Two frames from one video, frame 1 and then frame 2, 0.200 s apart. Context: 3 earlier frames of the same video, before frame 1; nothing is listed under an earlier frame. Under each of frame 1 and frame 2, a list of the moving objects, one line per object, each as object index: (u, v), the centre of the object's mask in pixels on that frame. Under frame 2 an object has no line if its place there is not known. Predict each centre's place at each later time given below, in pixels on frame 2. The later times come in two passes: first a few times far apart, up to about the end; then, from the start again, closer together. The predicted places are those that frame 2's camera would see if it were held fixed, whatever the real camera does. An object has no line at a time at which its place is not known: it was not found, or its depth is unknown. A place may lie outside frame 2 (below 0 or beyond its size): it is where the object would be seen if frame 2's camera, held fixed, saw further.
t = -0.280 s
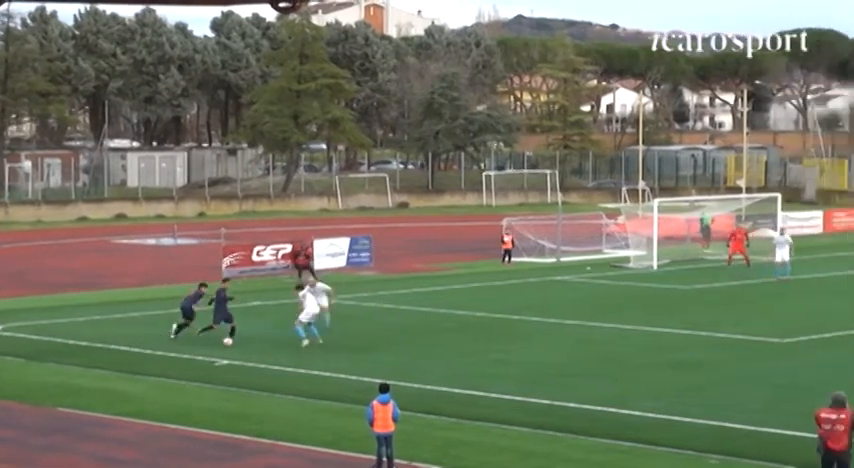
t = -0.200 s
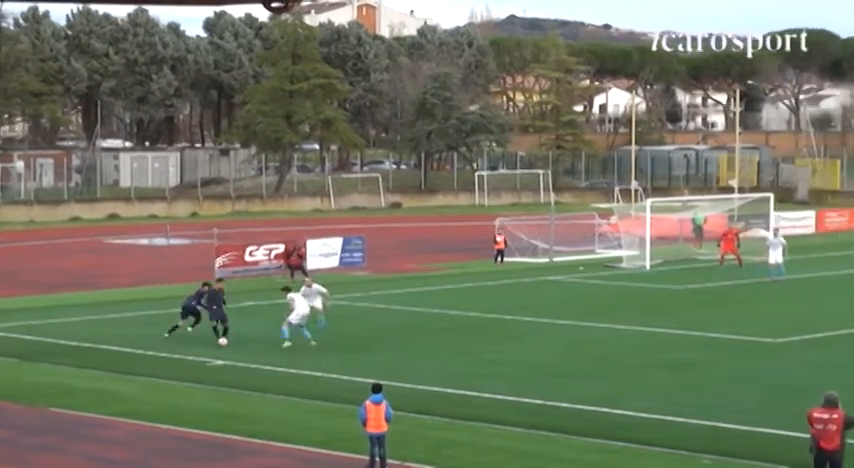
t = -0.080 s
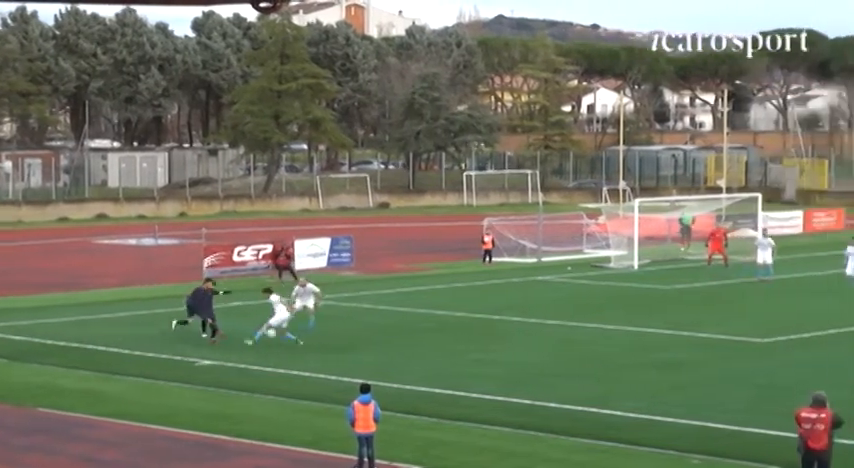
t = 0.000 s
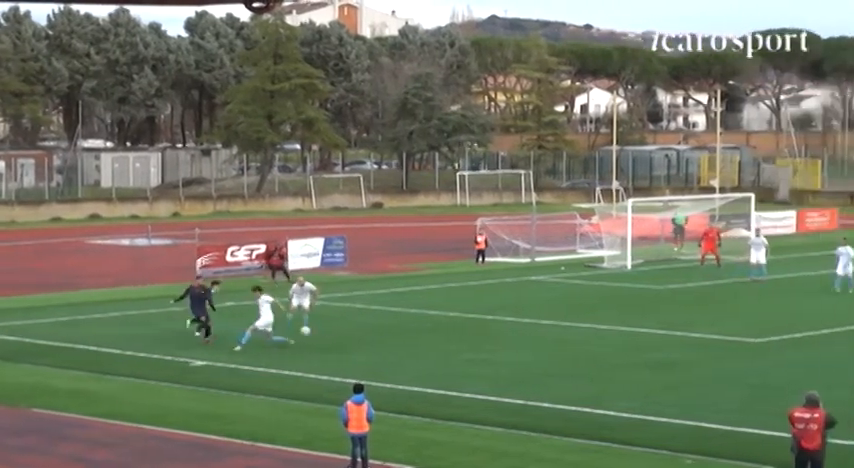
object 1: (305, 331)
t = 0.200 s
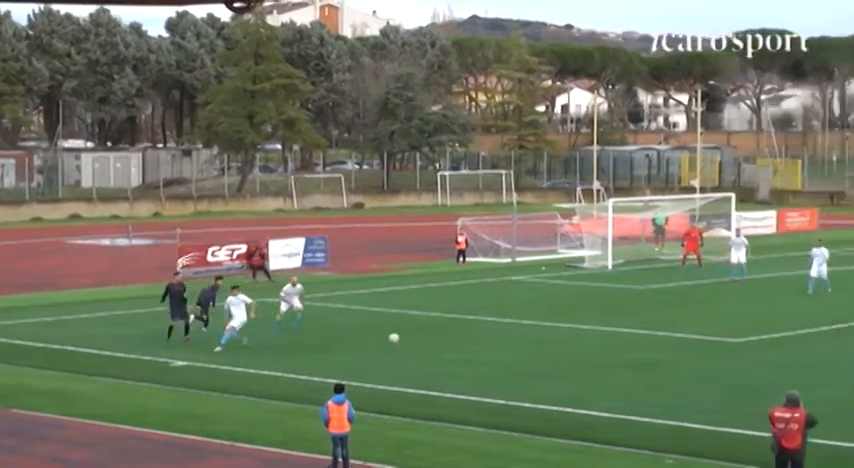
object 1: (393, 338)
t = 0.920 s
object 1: (772, 385)
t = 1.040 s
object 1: (830, 393)
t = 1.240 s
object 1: (917, 395)
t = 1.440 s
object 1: (1000, 406)
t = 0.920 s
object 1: (772, 385)
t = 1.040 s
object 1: (830, 393)
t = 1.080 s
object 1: (847, 392)
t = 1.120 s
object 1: (864, 391)
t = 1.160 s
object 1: (882, 391)
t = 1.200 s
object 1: (899, 393)
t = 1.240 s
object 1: (917, 395)
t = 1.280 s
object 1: (935, 399)
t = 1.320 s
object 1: (951, 403)
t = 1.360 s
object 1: (969, 408)
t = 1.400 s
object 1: (984, 407)
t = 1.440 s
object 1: (1000, 406)
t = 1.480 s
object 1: (1016, 406)
